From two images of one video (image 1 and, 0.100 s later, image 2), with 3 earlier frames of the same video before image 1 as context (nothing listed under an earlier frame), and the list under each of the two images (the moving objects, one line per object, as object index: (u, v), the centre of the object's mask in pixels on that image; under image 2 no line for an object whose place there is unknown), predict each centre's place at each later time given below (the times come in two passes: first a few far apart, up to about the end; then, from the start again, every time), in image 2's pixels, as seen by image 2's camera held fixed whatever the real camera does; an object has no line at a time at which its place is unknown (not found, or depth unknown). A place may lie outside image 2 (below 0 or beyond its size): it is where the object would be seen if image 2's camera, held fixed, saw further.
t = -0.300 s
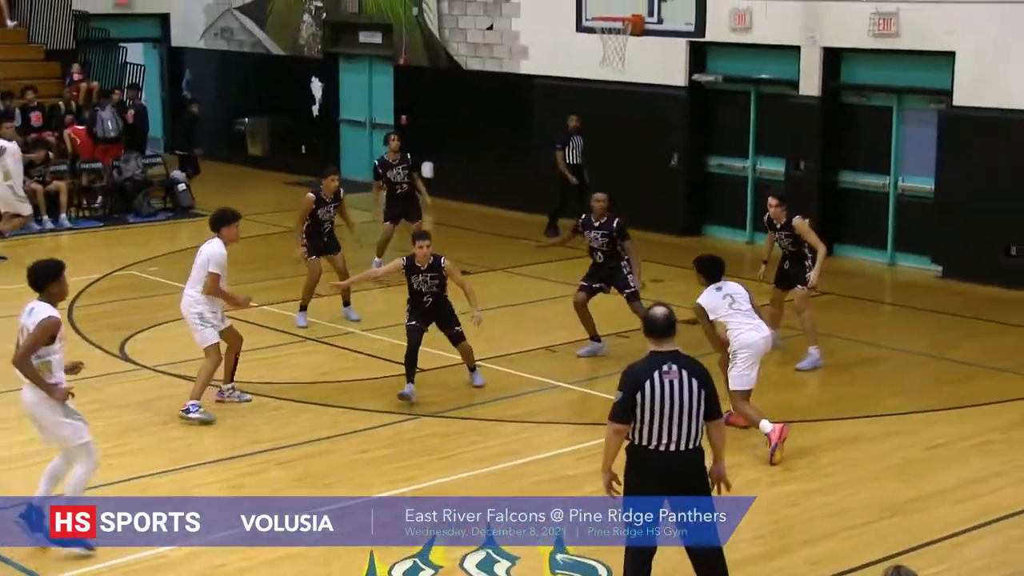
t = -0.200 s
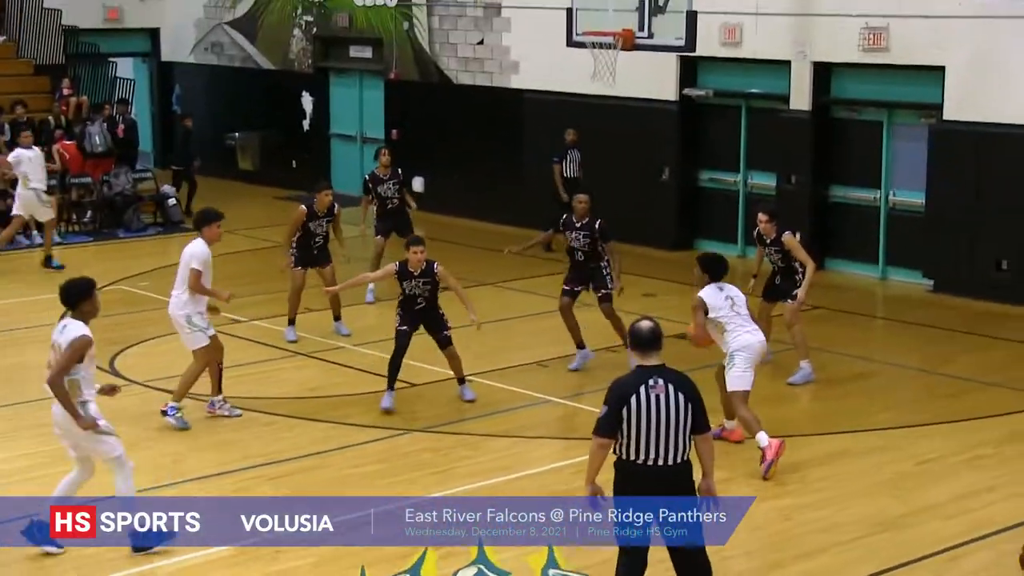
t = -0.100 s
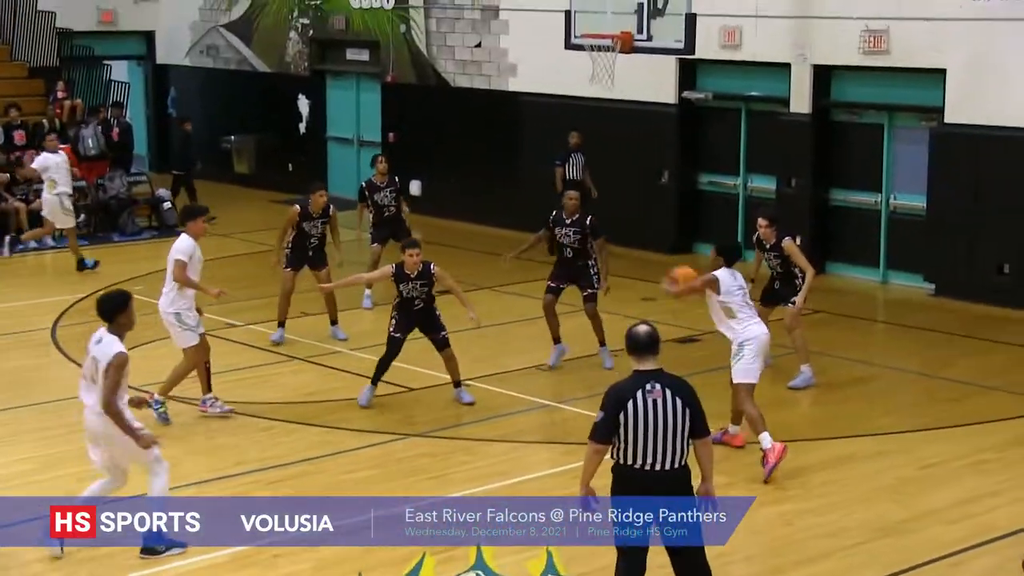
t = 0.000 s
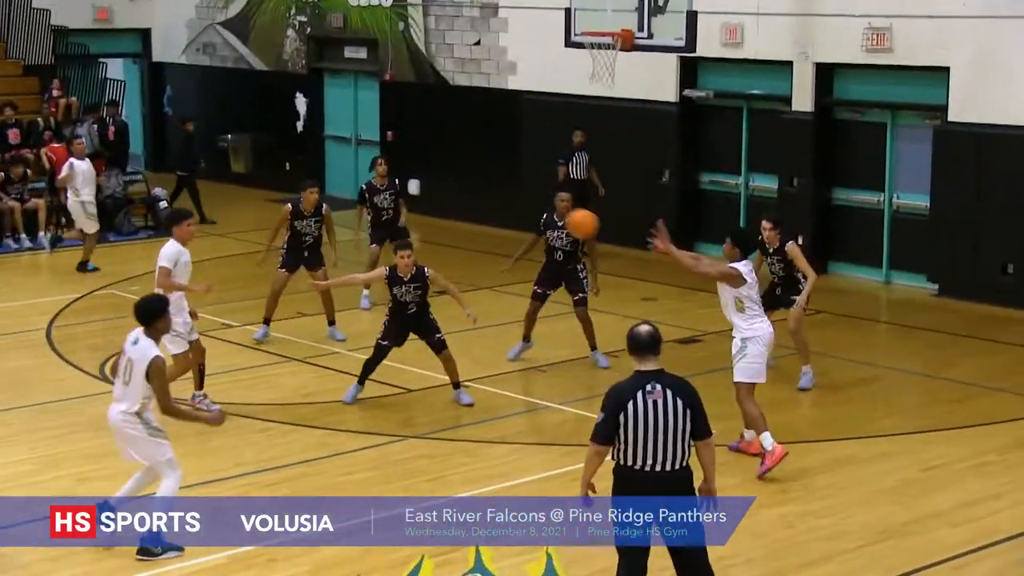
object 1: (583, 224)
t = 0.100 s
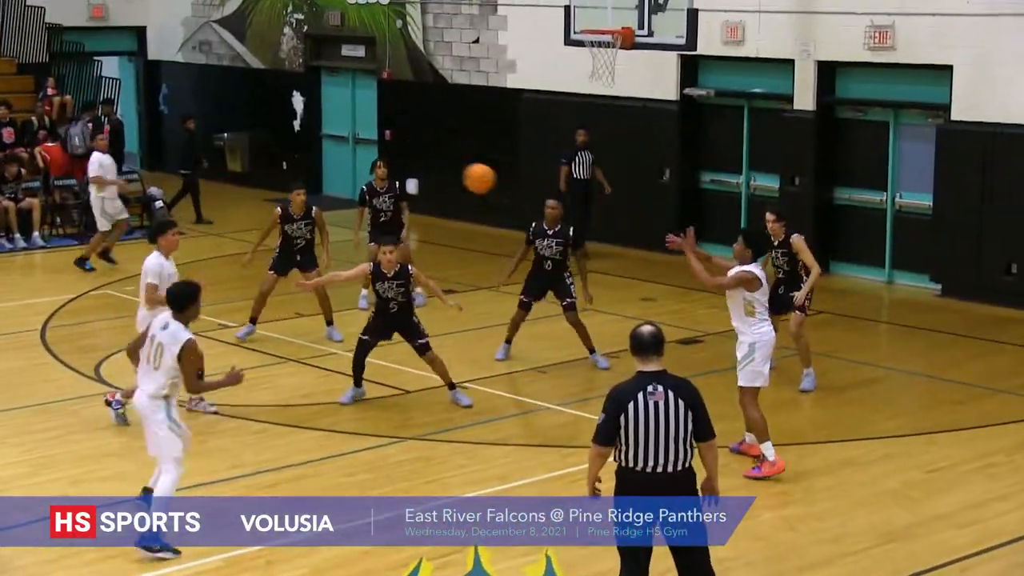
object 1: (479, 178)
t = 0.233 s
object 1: (354, 138)
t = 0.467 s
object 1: (164, 120)
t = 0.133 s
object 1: (446, 166)
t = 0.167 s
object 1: (414, 156)
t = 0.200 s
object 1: (384, 146)
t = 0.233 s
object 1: (354, 138)
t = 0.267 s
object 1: (324, 132)
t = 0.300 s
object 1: (297, 127)
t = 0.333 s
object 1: (269, 124)
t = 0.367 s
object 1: (242, 121)
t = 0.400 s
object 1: (215, 120)
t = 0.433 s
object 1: (189, 119)
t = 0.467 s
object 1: (164, 120)
